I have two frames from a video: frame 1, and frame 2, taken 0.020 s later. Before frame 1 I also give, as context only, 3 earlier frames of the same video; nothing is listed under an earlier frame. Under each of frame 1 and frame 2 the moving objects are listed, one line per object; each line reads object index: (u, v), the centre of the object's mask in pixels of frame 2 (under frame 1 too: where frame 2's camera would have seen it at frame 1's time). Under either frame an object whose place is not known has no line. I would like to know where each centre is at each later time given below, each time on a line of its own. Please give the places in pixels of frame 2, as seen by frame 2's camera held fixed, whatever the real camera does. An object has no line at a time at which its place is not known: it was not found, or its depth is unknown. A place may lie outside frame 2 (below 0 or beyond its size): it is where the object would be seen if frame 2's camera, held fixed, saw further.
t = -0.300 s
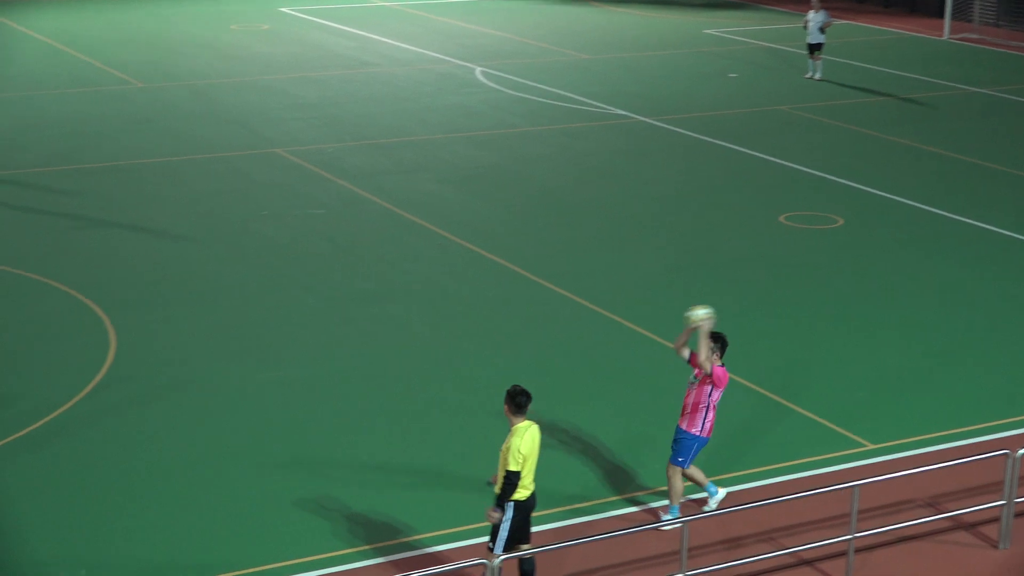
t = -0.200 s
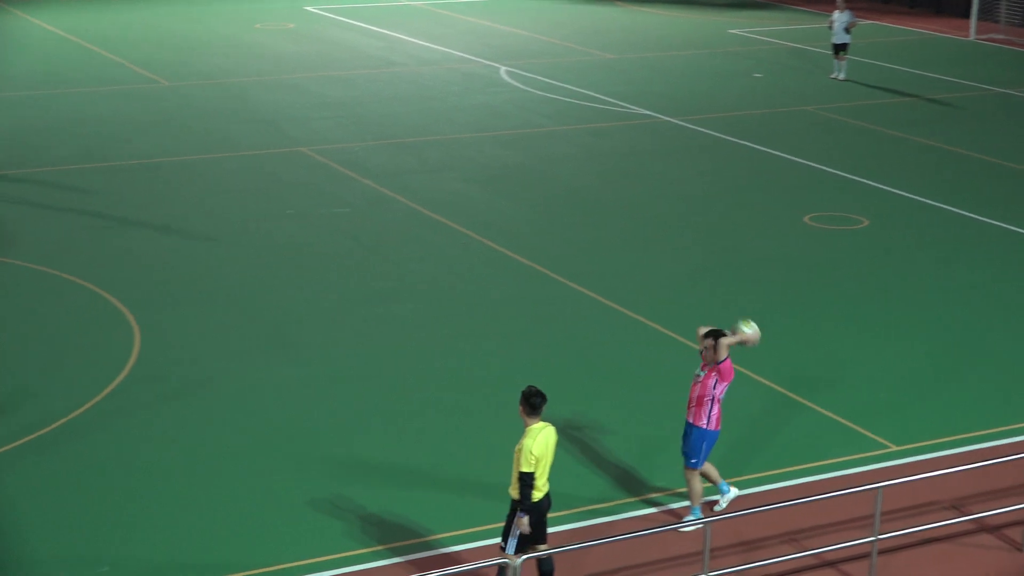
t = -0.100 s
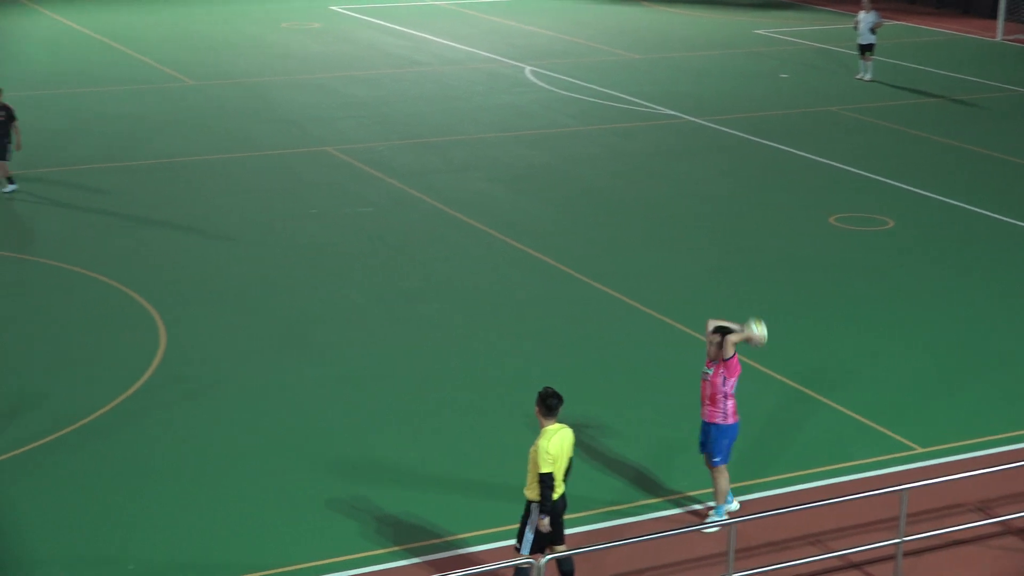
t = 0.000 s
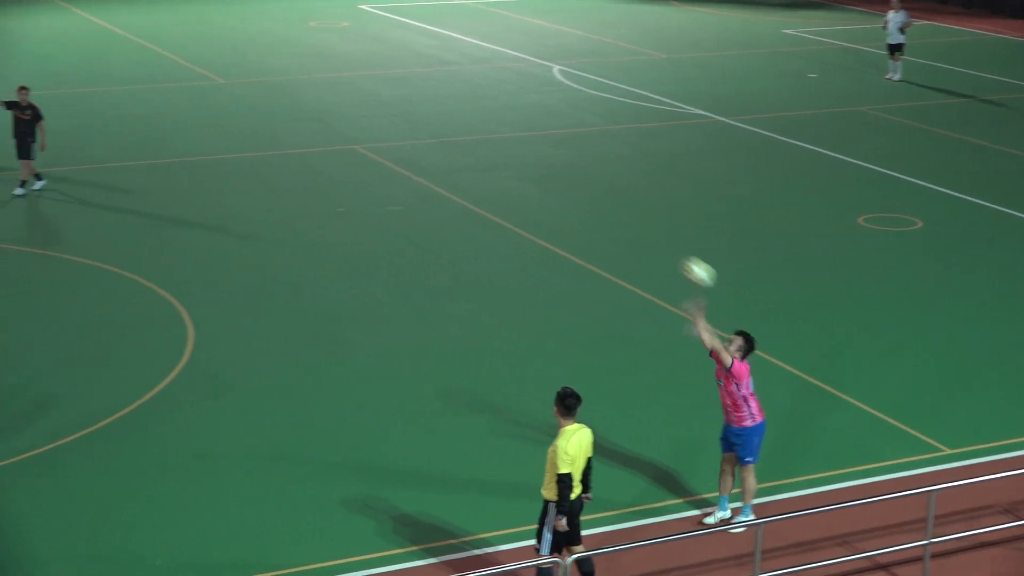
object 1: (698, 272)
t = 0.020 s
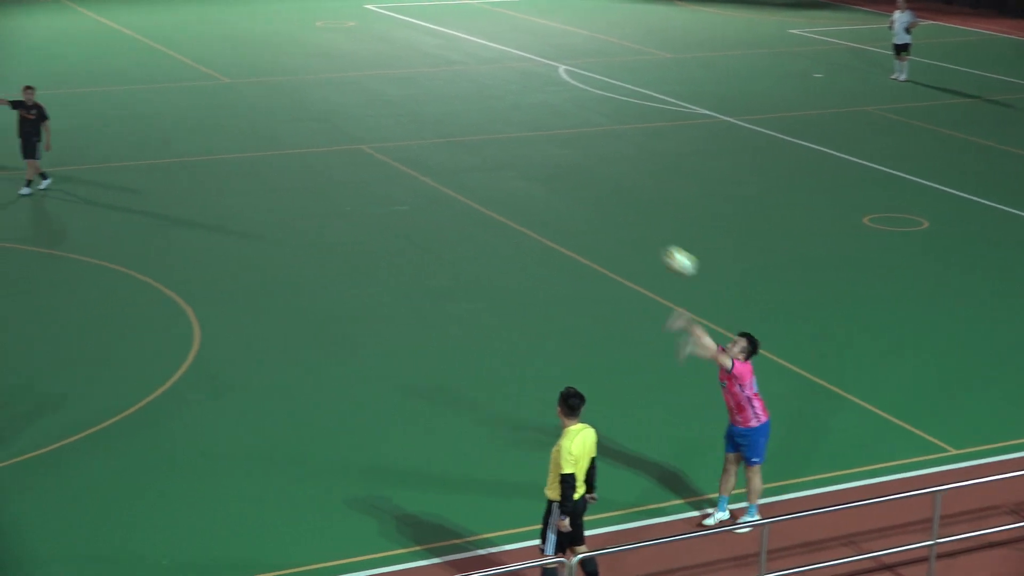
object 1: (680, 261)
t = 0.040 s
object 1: (658, 250)
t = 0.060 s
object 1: (636, 239)
